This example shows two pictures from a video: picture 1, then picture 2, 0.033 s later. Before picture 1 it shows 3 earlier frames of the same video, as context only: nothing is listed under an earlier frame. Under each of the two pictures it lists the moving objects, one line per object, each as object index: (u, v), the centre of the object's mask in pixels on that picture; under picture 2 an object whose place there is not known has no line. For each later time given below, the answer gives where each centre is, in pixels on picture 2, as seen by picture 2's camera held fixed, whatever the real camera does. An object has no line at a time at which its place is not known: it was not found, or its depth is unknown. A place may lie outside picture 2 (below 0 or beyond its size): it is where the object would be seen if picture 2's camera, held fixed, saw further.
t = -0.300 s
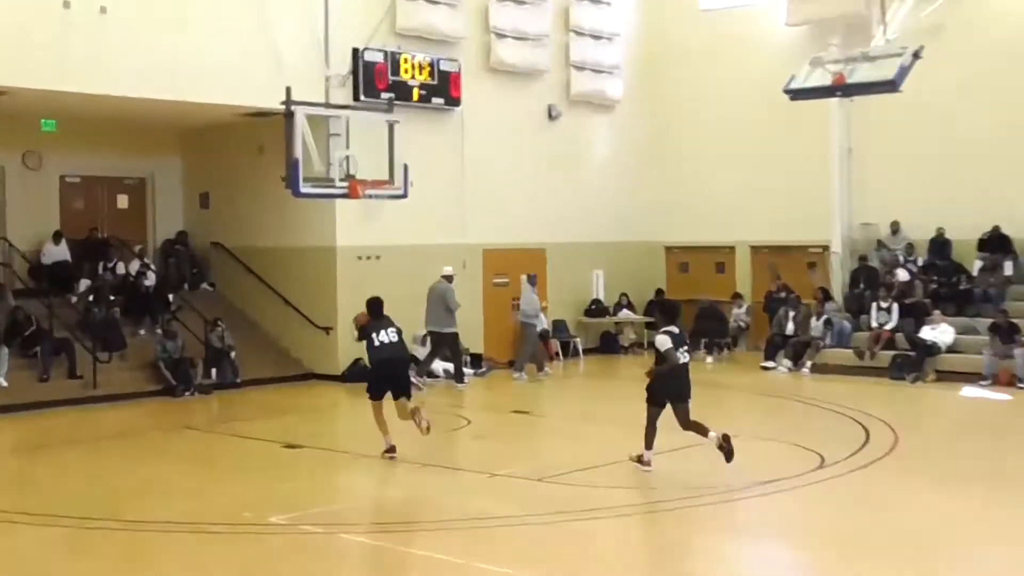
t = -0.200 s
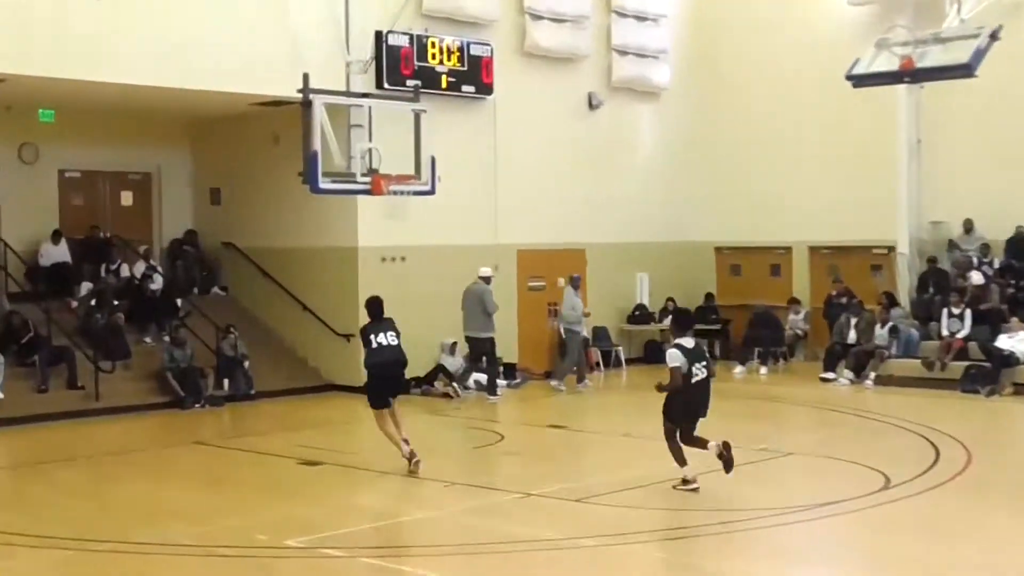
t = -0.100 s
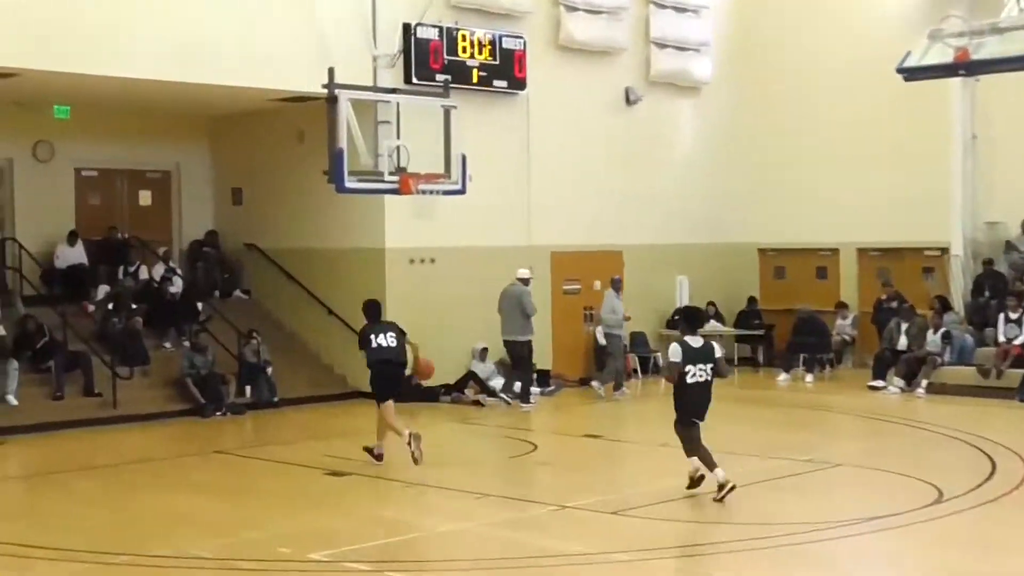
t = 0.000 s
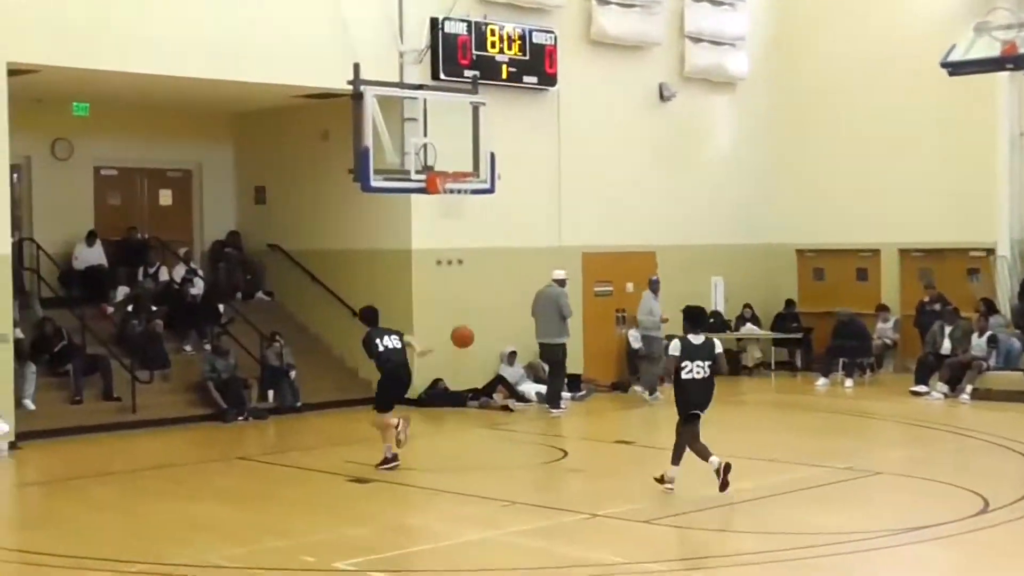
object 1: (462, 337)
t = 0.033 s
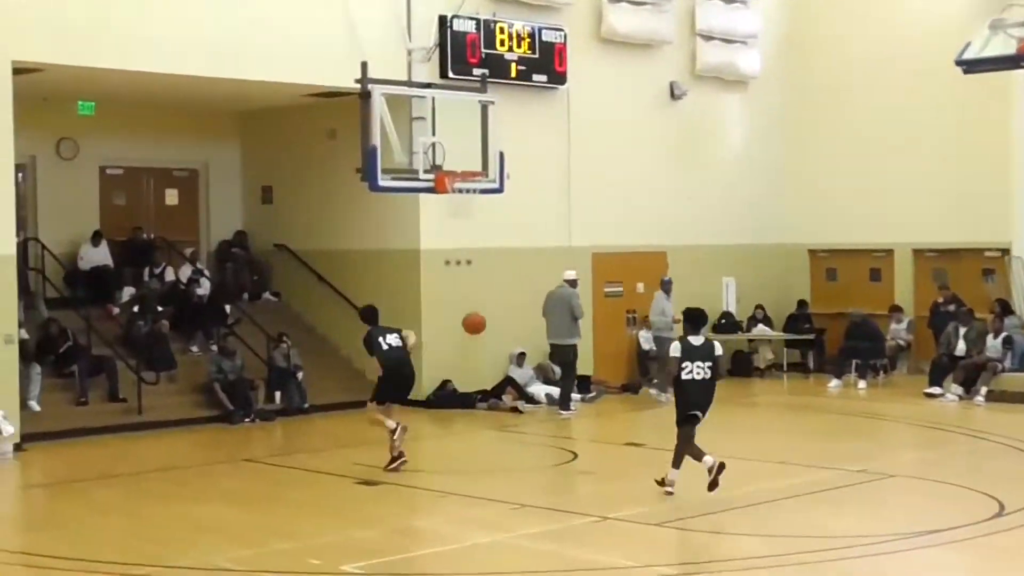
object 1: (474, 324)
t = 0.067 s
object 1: (477, 310)
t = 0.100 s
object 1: (480, 297)
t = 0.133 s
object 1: (483, 286)
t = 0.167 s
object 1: (486, 275)
